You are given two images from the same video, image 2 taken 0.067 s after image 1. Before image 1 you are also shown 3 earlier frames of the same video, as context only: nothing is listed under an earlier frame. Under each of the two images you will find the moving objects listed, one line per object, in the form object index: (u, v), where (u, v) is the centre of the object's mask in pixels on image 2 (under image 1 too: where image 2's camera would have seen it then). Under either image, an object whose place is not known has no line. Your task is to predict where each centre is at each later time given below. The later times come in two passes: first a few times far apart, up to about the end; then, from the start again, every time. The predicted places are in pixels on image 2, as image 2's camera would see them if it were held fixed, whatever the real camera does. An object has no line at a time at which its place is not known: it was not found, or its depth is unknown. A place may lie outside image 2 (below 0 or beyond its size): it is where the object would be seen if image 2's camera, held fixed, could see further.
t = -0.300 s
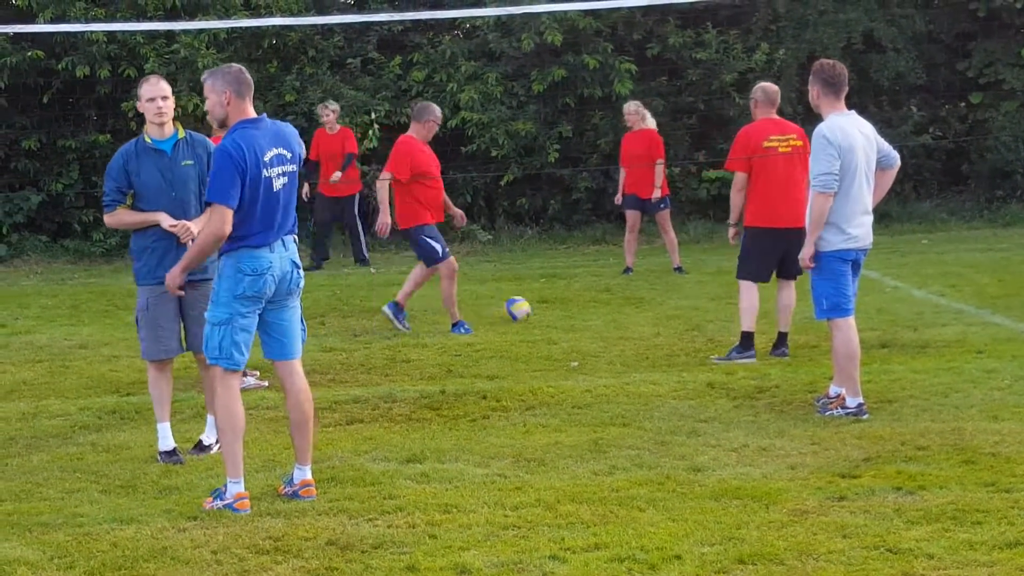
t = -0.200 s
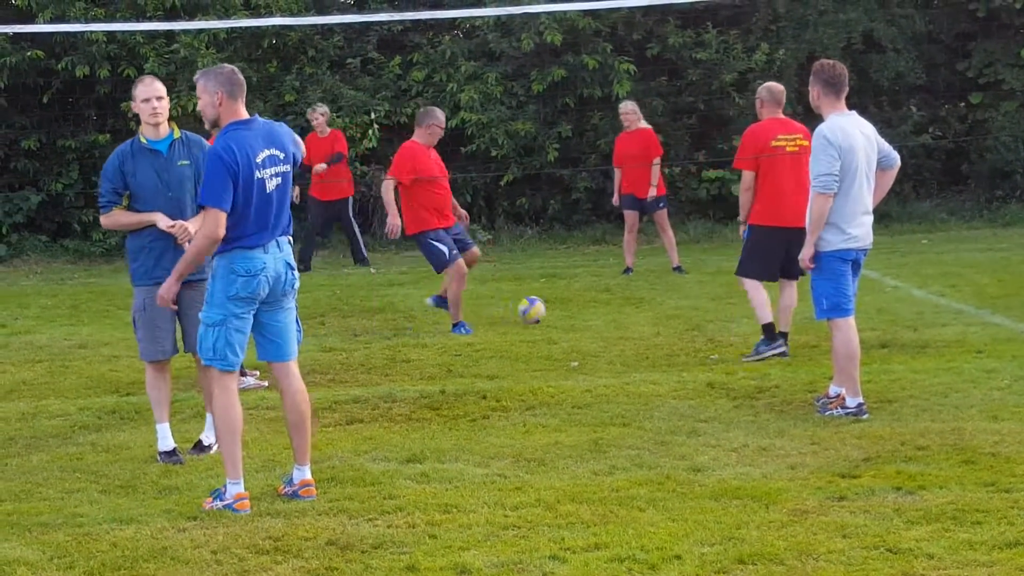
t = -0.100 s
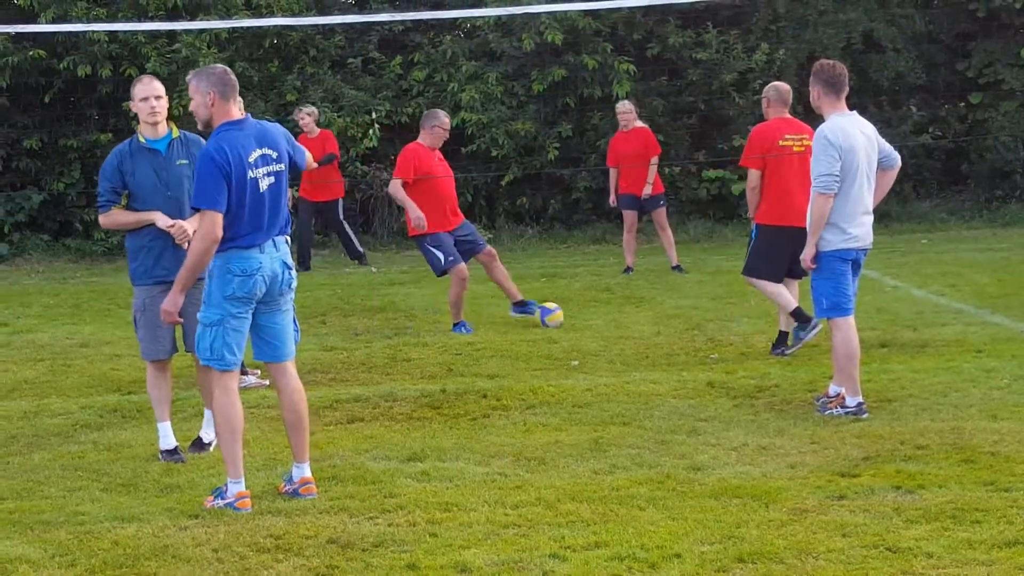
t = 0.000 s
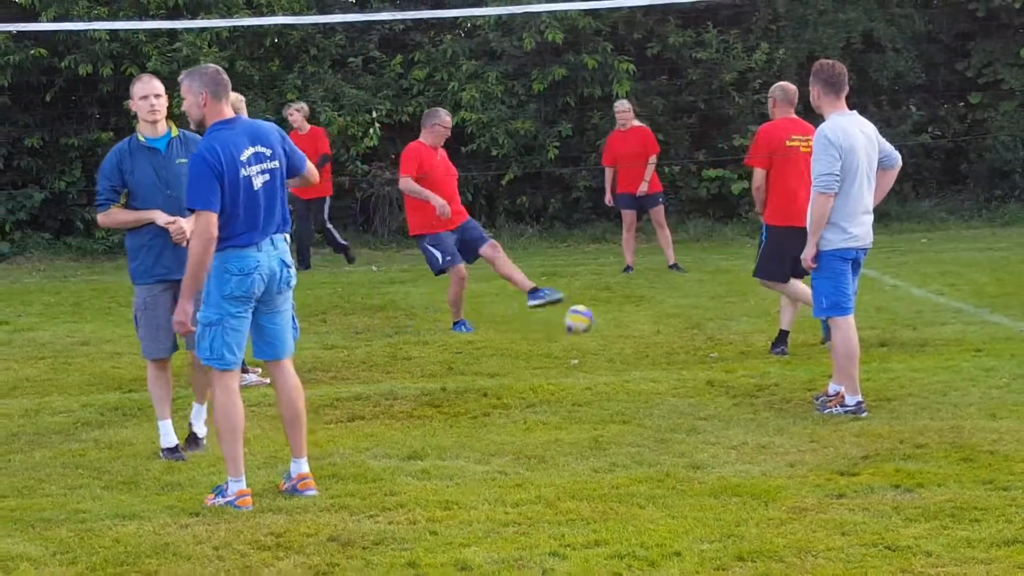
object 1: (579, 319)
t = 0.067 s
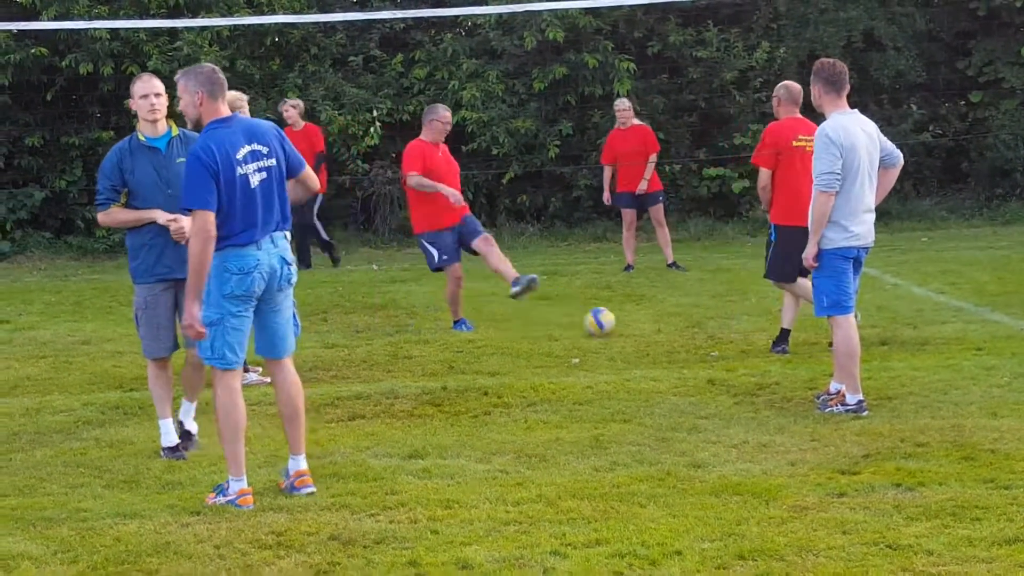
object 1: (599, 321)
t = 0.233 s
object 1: (648, 336)
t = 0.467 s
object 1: (716, 351)
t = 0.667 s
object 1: (775, 367)
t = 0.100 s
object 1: (609, 325)
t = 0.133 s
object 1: (619, 328)
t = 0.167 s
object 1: (629, 332)
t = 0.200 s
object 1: (639, 333)
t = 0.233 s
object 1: (648, 336)
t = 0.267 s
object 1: (658, 338)
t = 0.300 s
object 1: (666, 342)
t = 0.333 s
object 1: (677, 343)
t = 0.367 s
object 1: (686, 343)
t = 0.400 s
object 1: (696, 345)
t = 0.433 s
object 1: (706, 348)
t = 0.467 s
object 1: (716, 351)
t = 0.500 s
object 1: (726, 356)
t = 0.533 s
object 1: (736, 357)
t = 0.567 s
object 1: (746, 358)
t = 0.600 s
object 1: (755, 360)
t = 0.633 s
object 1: (765, 362)
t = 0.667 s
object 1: (775, 367)
